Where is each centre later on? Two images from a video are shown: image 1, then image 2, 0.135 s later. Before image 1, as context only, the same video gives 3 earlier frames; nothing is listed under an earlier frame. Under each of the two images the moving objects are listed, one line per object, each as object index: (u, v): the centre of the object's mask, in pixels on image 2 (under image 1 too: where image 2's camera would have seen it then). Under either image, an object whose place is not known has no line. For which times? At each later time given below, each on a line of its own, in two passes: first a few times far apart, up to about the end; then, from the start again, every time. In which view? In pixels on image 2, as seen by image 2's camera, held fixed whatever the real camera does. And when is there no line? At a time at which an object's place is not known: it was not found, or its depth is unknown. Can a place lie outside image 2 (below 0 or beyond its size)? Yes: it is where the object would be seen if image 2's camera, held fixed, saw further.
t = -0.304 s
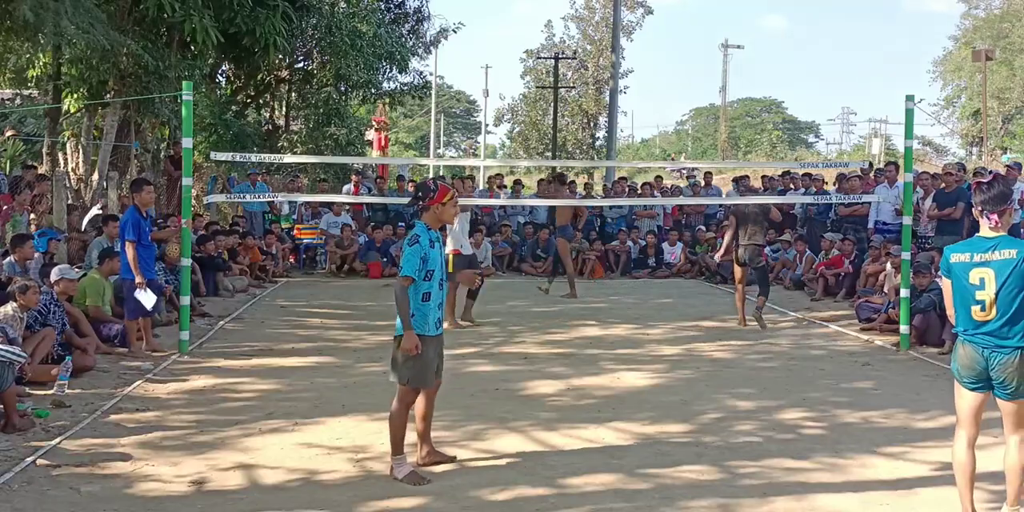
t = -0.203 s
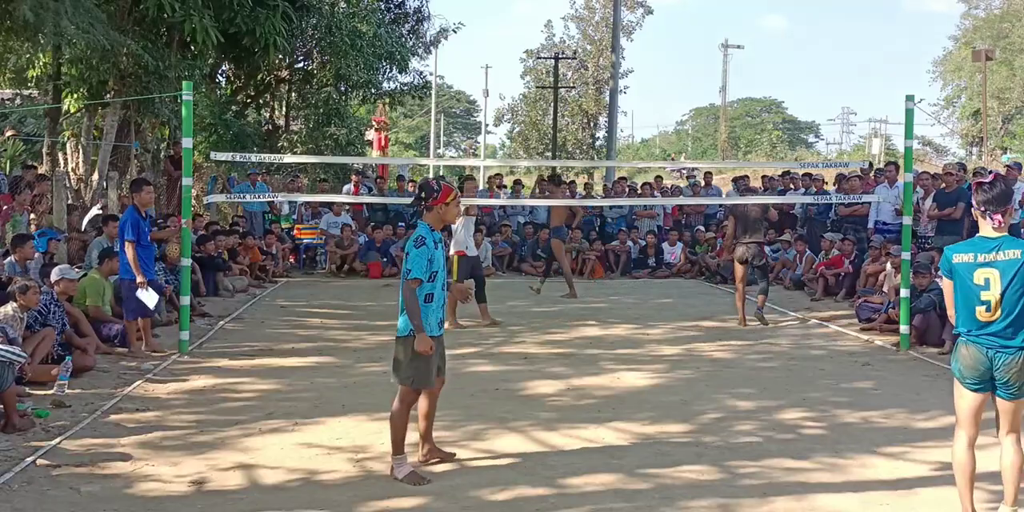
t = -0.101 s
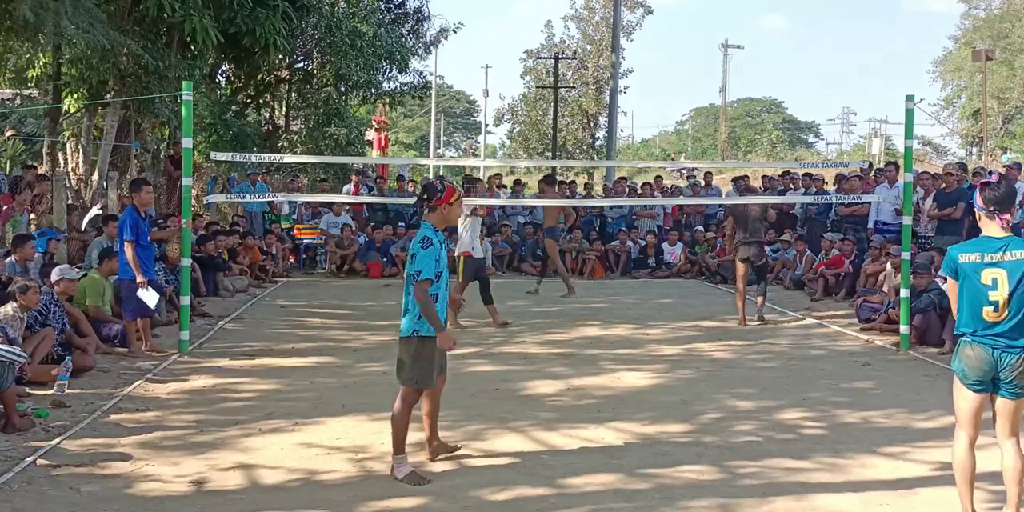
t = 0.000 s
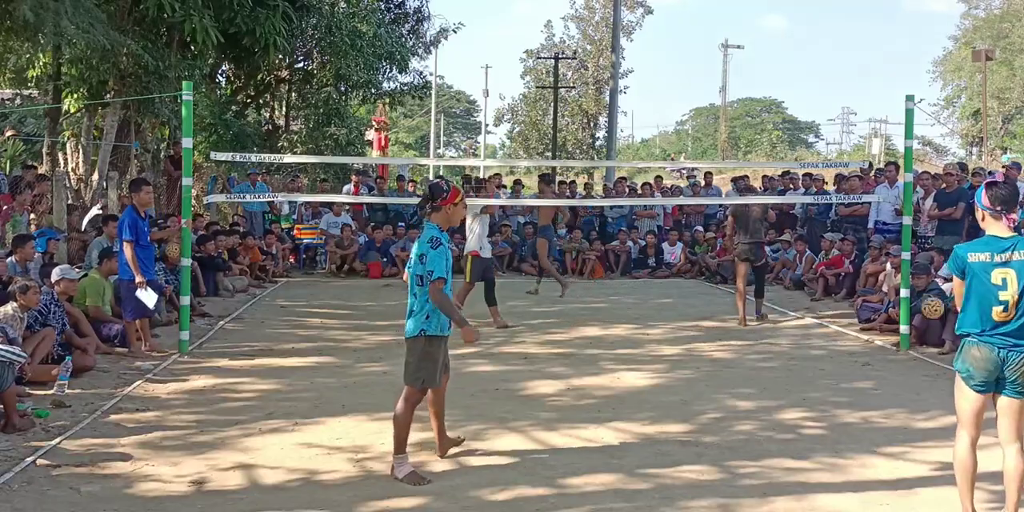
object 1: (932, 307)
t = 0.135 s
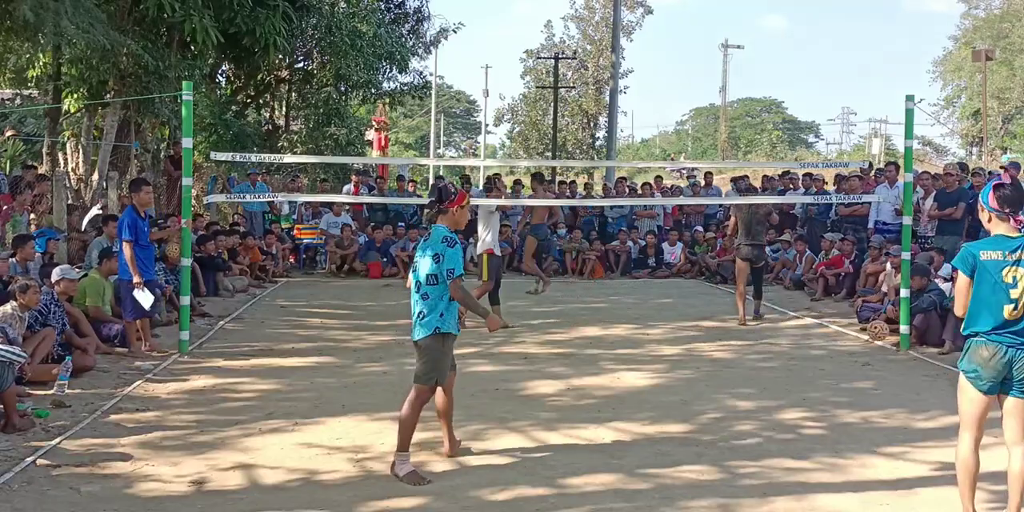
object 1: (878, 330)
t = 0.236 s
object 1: (838, 365)
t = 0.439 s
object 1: (761, 388)
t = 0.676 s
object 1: (675, 372)
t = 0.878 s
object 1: (602, 403)
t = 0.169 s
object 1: (865, 340)
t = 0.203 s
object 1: (850, 352)
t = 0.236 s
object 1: (838, 365)
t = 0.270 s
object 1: (825, 380)
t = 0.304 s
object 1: (813, 395)
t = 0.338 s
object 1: (799, 414)
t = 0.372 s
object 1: (786, 407)
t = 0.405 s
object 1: (773, 396)
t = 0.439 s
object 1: (761, 388)
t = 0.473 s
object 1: (748, 380)
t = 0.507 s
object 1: (736, 374)
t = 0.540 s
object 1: (724, 370)
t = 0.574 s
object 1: (712, 368)
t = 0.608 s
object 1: (700, 368)
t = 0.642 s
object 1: (687, 369)
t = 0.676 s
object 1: (675, 372)
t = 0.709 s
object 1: (663, 375)
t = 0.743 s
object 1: (651, 381)
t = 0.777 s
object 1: (639, 389)
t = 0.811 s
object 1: (628, 398)
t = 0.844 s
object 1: (615, 409)
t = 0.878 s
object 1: (602, 403)
